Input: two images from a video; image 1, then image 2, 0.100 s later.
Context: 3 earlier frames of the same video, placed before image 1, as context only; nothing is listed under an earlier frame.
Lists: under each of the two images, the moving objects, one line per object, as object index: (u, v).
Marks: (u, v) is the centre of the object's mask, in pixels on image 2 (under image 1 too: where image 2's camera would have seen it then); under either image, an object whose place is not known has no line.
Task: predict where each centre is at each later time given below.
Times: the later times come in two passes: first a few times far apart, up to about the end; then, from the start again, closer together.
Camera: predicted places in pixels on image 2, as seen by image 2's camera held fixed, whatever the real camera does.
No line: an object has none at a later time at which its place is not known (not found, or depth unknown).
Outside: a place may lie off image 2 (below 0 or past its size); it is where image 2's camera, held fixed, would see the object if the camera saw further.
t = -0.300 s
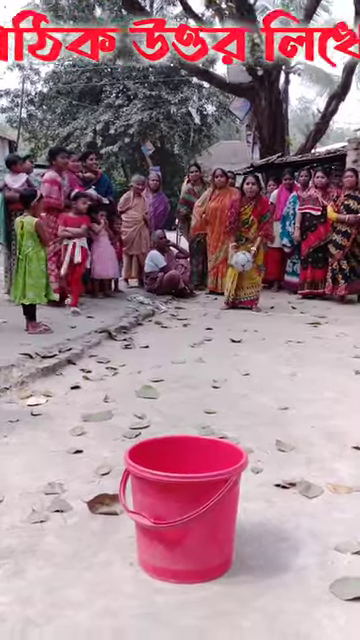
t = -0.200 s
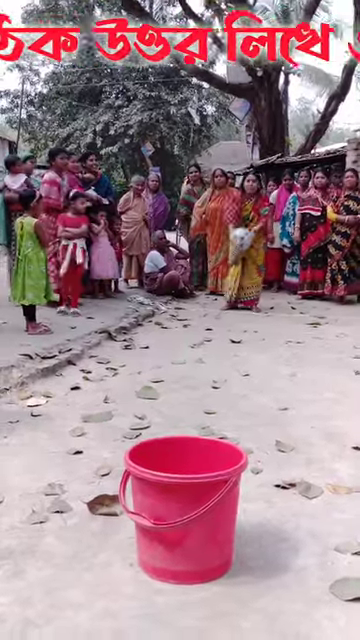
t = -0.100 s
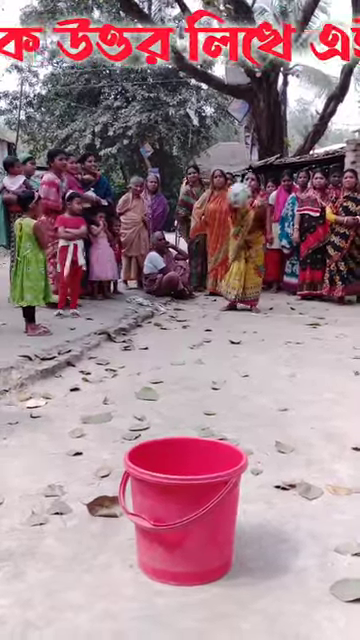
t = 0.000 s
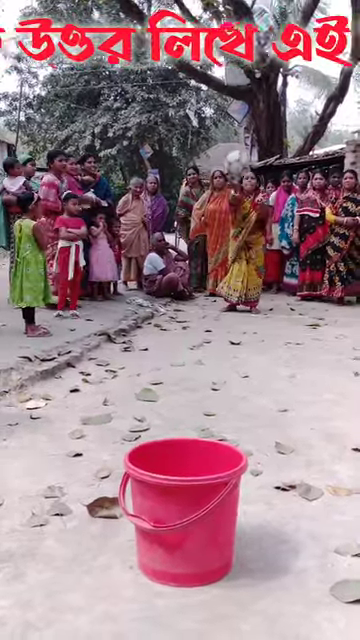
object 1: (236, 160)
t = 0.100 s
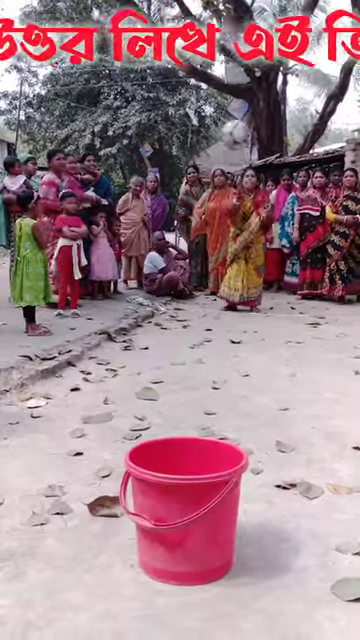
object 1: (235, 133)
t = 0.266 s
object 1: (229, 123)
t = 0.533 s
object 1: (216, 198)
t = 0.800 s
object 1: (190, 398)
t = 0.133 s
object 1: (233, 128)
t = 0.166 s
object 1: (232, 126)
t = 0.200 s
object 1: (230, 123)
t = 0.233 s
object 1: (230, 123)
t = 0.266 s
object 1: (229, 123)
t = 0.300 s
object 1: (228, 122)
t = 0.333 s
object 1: (227, 126)
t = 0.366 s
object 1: (225, 133)
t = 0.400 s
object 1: (224, 141)
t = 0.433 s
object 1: (223, 152)
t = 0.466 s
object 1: (223, 161)
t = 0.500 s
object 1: (217, 178)
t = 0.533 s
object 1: (216, 198)
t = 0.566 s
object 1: (212, 216)
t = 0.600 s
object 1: (206, 269)
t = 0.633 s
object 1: (201, 297)
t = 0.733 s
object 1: (194, 391)
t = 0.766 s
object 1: (189, 419)
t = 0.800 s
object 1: (190, 398)
